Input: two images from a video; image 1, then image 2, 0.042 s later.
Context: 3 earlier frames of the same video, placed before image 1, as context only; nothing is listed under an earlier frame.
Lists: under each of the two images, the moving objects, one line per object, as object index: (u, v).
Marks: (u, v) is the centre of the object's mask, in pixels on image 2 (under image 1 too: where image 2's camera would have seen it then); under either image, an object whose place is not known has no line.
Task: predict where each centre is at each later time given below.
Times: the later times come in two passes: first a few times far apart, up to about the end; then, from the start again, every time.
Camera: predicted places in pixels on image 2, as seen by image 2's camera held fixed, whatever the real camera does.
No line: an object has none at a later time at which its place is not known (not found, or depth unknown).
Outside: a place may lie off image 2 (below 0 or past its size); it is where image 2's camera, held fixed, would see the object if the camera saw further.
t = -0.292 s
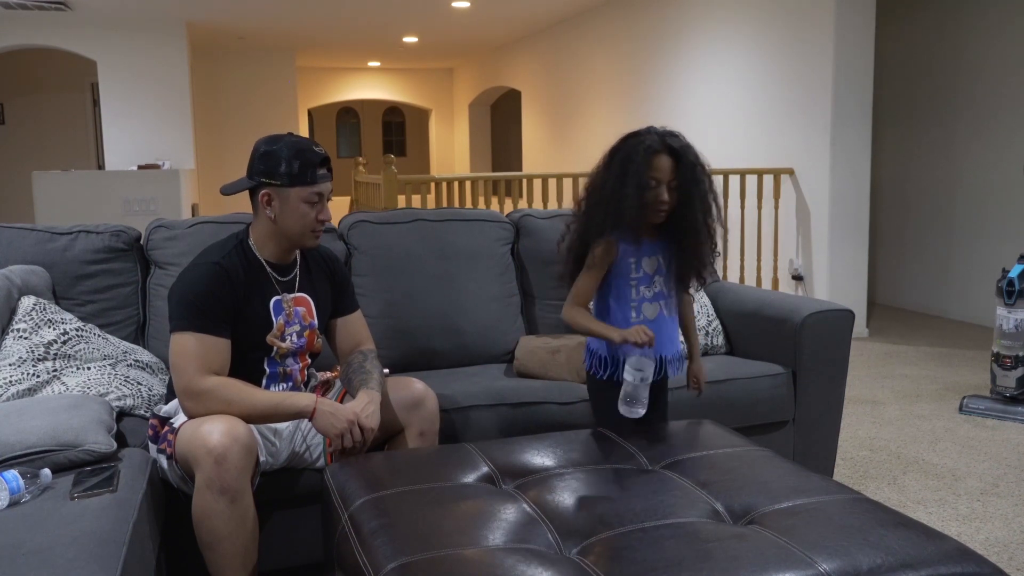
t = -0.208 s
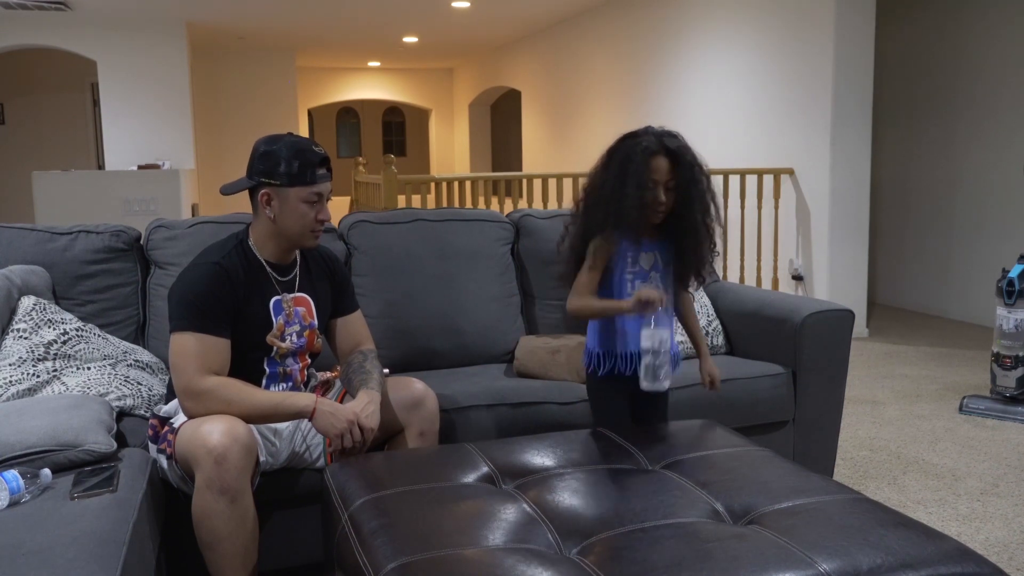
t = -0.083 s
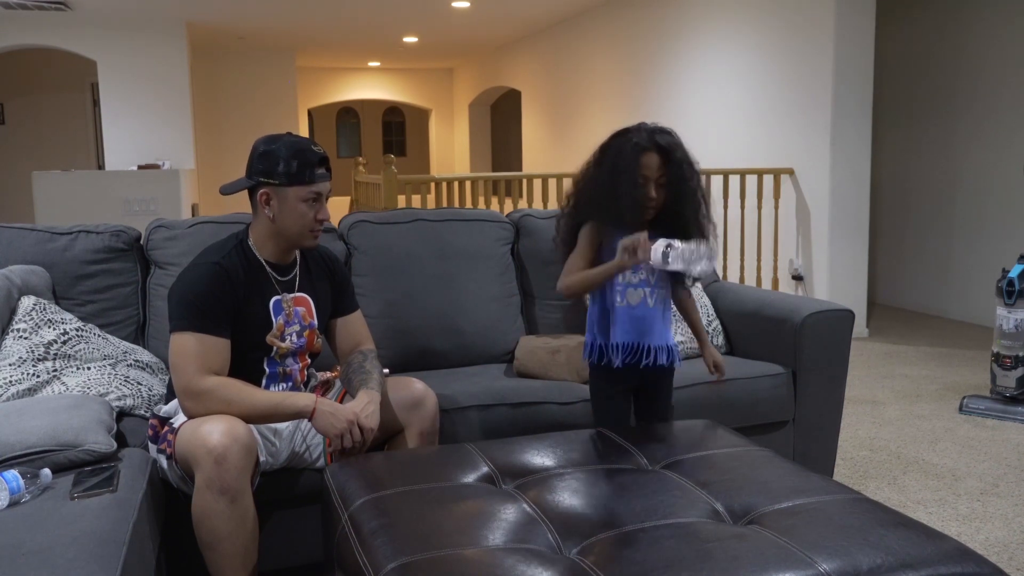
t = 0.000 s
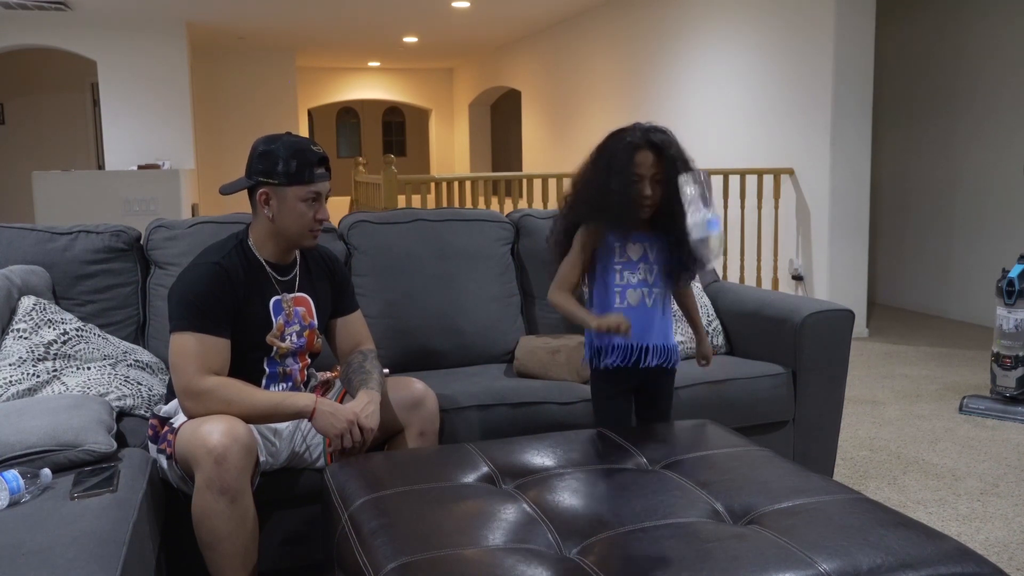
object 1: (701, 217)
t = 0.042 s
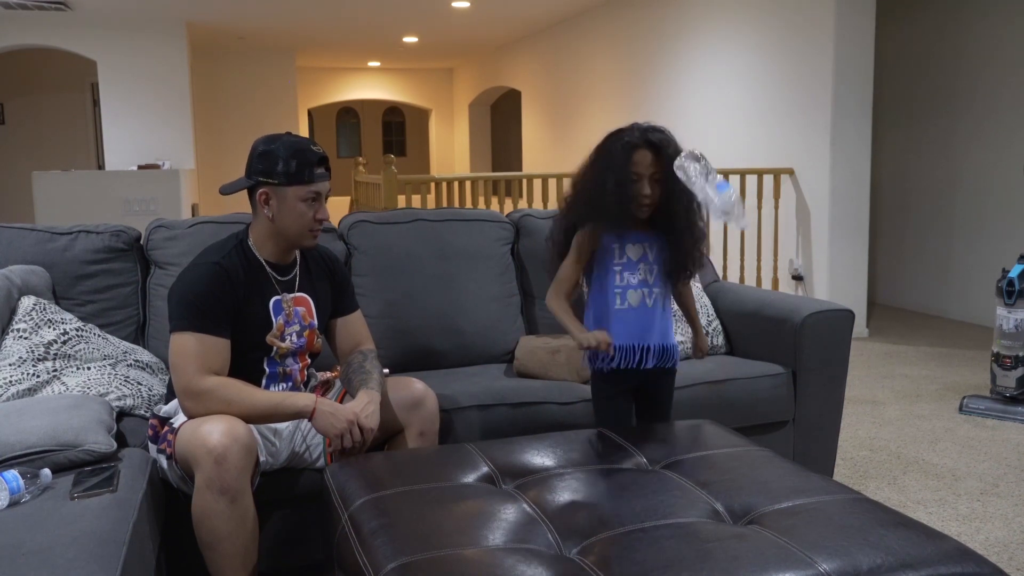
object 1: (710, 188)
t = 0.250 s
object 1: (724, 205)
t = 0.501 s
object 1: (723, 431)
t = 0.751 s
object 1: (719, 431)
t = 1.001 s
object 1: (718, 431)
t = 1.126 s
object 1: (718, 431)
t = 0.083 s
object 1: (715, 173)
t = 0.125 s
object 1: (719, 166)
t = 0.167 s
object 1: (721, 169)
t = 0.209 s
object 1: (722, 182)
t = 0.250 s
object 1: (724, 205)
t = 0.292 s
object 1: (725, 239)
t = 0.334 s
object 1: (727, 284)
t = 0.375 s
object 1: (729, 340)
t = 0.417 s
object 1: (730, 406)
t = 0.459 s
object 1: (731, 433)
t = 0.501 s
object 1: (723, 431)
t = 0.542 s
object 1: (718, 430)
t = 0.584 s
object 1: (717, 430)
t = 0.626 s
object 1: (716, 431)
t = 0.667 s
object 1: (716, 431)
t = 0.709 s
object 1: (718, 431)
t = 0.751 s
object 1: (719, 431)
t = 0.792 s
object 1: (718, 431)
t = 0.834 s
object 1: (718, 431)
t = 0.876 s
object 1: (718, 431)
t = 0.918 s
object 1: (718, 431)
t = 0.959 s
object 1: (718, 431)
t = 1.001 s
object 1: (718, 431)
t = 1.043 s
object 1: (718, 431)
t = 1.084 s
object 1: (718, 431)
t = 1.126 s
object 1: (718, 431)
